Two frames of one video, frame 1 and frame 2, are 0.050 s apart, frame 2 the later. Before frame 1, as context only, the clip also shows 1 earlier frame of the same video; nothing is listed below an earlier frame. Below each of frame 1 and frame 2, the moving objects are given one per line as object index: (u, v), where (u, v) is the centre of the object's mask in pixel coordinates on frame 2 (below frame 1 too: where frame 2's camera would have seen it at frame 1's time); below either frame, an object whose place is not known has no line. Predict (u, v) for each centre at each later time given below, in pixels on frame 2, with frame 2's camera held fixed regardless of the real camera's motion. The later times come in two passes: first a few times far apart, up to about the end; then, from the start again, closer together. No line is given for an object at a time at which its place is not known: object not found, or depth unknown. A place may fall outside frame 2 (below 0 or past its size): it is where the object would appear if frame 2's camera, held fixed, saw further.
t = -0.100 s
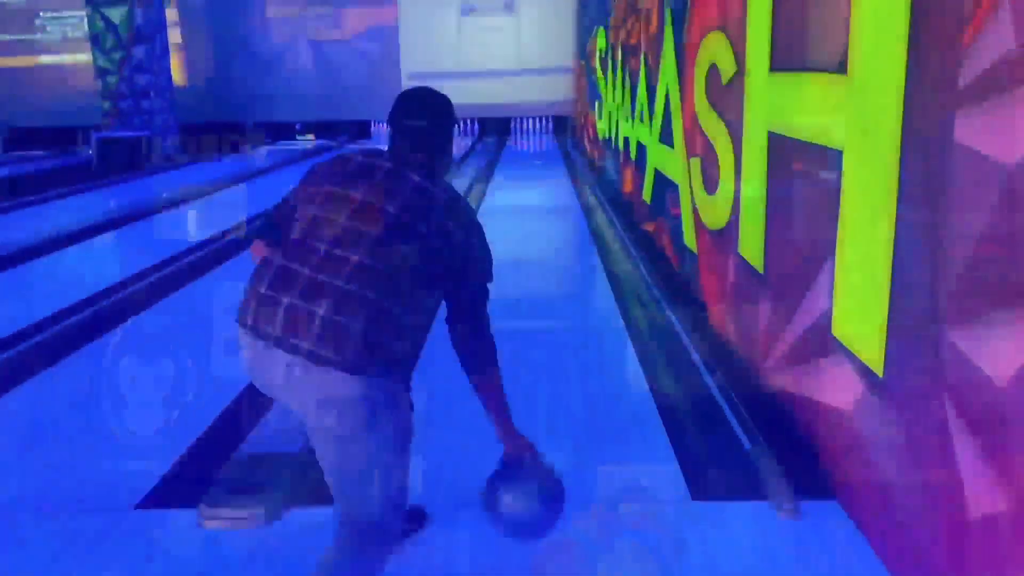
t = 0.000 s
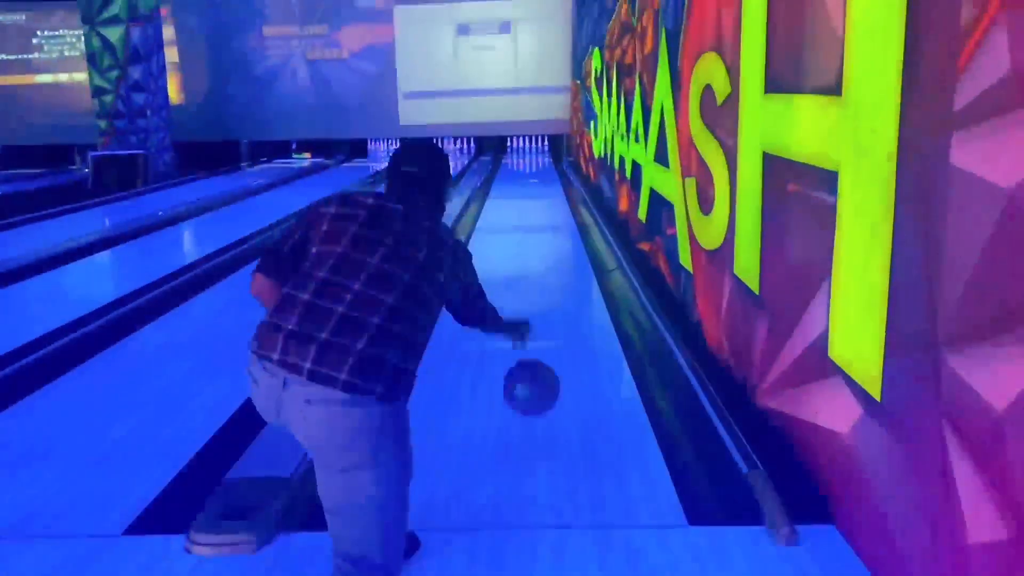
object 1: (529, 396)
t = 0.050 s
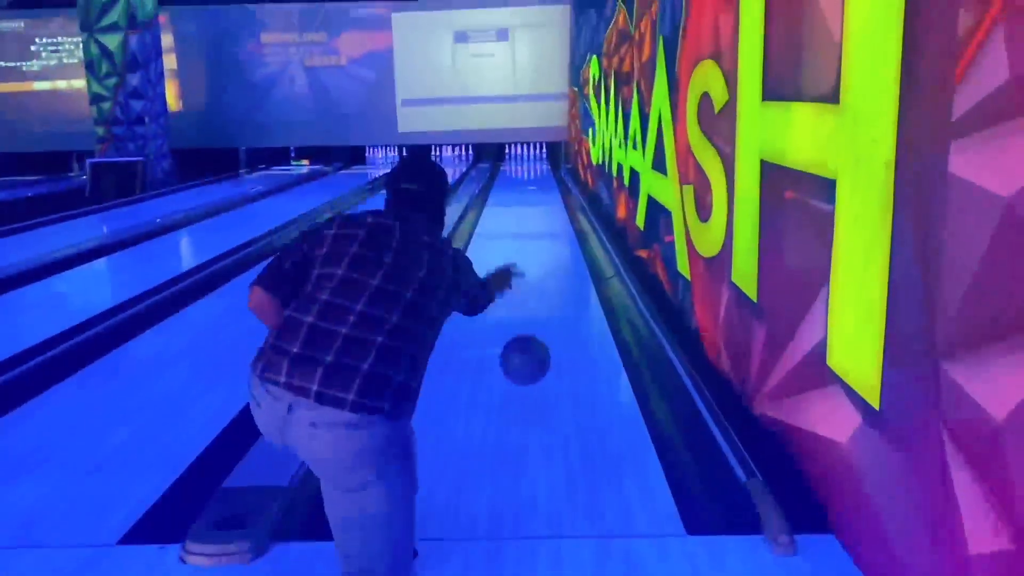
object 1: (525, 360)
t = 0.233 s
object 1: (518, 300)
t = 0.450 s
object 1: (512, 248)
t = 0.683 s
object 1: (508, 216)
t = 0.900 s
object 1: (504, 197)
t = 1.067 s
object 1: (502, 186)
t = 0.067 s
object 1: (524, 349)
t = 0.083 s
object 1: (523, 345)
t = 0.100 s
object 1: (522, 338)
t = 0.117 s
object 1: (521, 336)
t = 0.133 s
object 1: (521, 334)
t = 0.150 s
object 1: (520, 334)
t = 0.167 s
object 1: (519, 324)
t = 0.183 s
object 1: (519, 319)
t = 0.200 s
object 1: (518, 310)
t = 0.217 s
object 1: (518, 307)
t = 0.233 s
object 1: (518, 300)
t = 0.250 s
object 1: (517, 296)
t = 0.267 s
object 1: (517, 289)
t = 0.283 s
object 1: (516, 286)
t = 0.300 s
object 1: (515, 280)
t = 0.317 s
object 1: (515, 277)
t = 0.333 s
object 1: (514, 271)
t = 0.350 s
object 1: (514, 268)
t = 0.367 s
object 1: (514, 263)
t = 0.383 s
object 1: (513, 261)
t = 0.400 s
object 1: (513, 256)
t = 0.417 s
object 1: (513, 254)
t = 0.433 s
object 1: (512, 250)
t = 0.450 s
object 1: (512, 248)
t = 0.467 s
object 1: (511, 243)
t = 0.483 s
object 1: (511, 242)
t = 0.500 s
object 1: (511, 238)
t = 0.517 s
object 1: (511, 237)
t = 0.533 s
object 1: (510, 233)
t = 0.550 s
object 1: (510, 232)
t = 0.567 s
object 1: (510, 229)
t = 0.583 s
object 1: (509, 227)
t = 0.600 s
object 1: (509, 225)
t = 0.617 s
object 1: (509, 223)
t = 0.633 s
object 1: (509, 220)
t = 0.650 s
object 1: (508, 219)
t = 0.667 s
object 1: (508, 217)
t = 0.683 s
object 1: (508, 216)
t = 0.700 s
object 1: (507, 213)
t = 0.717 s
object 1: (507, 212)
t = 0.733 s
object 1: (507, 210)
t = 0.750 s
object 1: (507, 209)
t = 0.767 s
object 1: (506, 207)
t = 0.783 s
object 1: (506, 206)
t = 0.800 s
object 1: (506, 204)
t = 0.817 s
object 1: (506, 204)
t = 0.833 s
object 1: (505, 202)
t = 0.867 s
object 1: (505, 199)
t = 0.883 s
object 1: (505, 198)
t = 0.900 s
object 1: (504, 197)
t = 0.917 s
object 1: (504, 196)
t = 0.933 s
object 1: (504, 195)
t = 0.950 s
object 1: (504, 194)
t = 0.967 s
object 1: (503, 192)
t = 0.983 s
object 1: (503, 192)
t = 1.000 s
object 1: (503, 190)
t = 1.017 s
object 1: (502, 190)
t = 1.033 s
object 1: (502, 188)
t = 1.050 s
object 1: (502, 188)
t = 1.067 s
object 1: (502, 186)
